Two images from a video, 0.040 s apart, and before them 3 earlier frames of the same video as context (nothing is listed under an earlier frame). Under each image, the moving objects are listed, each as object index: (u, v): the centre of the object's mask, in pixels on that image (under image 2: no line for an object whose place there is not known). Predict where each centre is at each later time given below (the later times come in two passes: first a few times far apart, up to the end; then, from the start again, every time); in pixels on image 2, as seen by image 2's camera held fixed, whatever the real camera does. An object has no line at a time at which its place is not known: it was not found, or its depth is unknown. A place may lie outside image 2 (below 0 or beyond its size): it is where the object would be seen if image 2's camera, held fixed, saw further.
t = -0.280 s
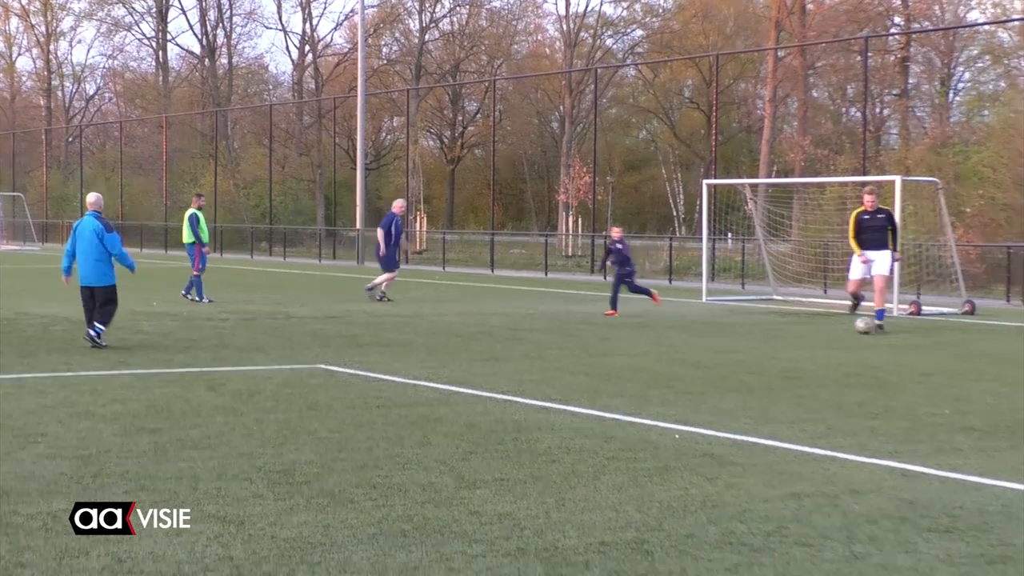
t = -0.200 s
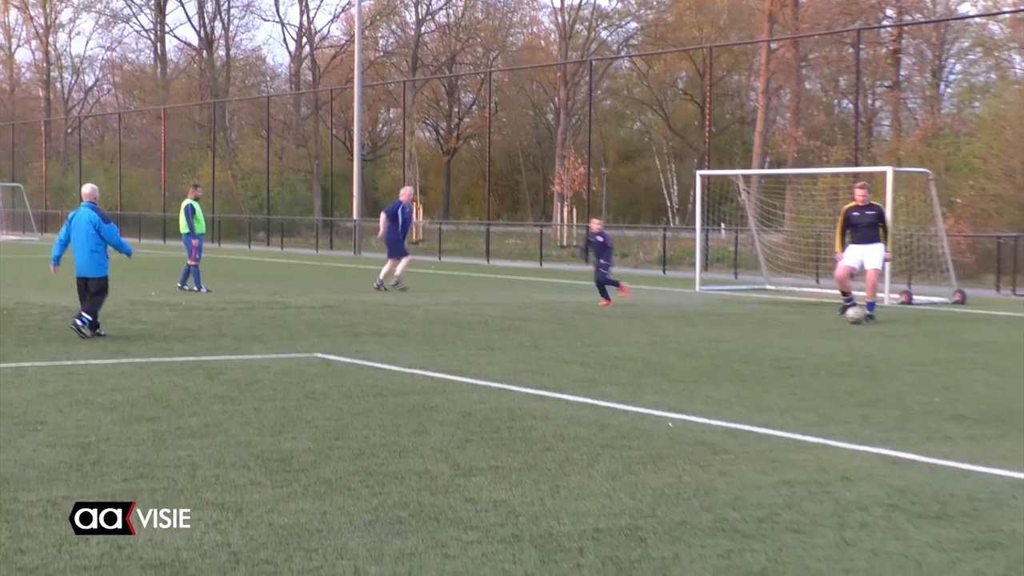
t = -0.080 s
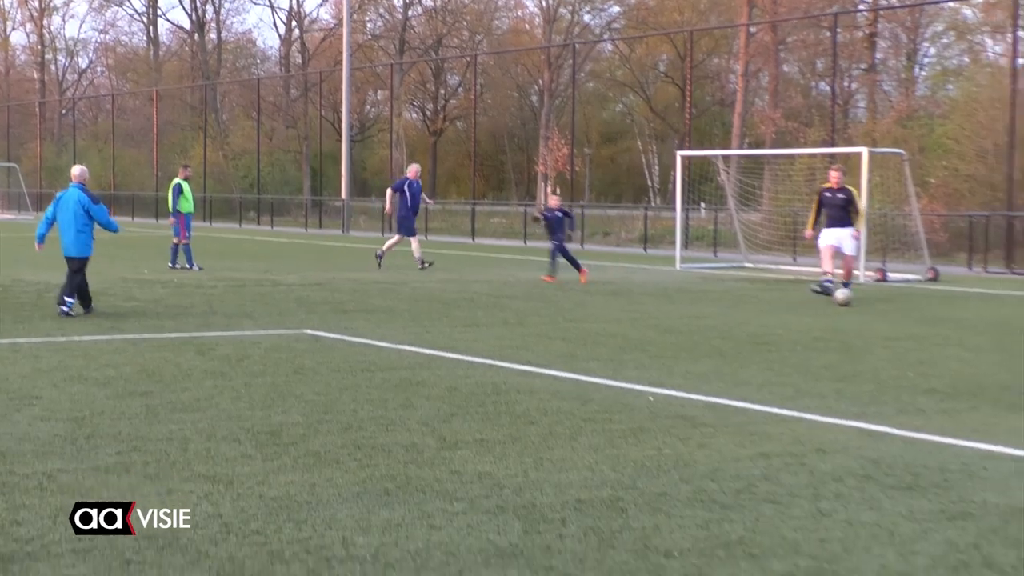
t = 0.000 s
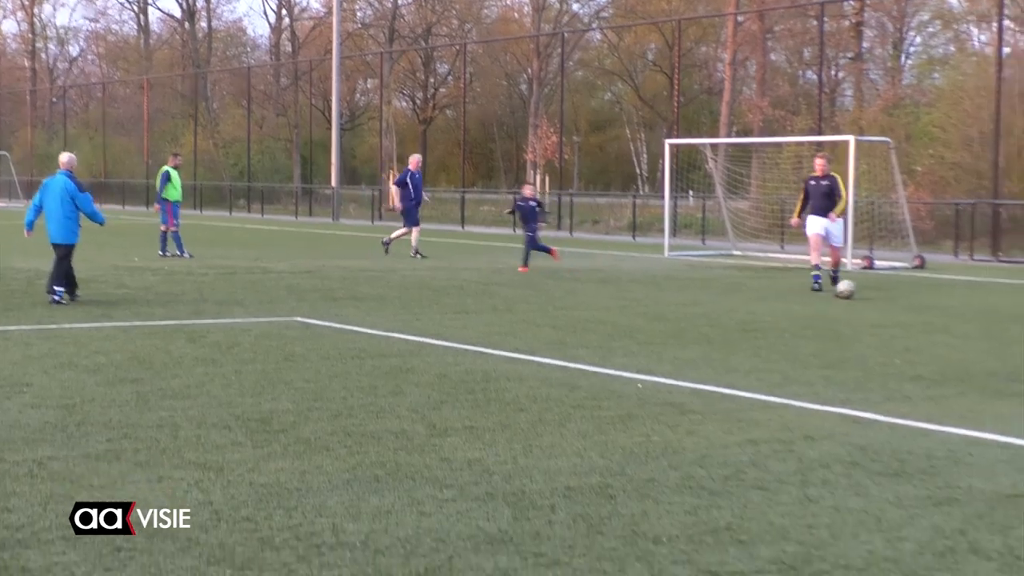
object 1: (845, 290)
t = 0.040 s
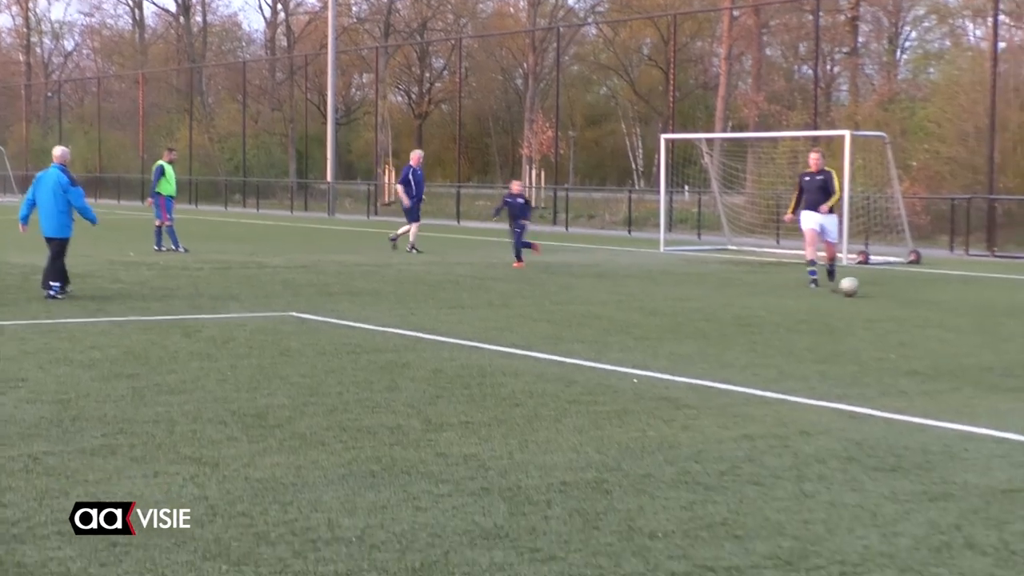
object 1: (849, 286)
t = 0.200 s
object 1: (883, 297)
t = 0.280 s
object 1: (904, 303)
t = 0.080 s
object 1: (856, 289)
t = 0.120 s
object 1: (865, 292)
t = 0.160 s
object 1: (873, 294)
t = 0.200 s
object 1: (883, 297)
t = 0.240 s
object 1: (894, 302)
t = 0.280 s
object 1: (904, 303)
